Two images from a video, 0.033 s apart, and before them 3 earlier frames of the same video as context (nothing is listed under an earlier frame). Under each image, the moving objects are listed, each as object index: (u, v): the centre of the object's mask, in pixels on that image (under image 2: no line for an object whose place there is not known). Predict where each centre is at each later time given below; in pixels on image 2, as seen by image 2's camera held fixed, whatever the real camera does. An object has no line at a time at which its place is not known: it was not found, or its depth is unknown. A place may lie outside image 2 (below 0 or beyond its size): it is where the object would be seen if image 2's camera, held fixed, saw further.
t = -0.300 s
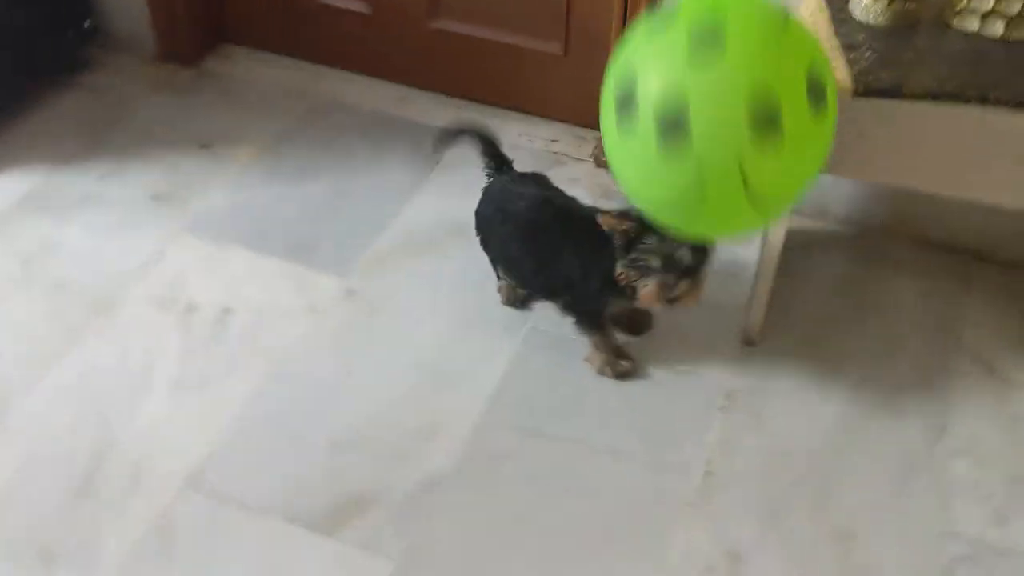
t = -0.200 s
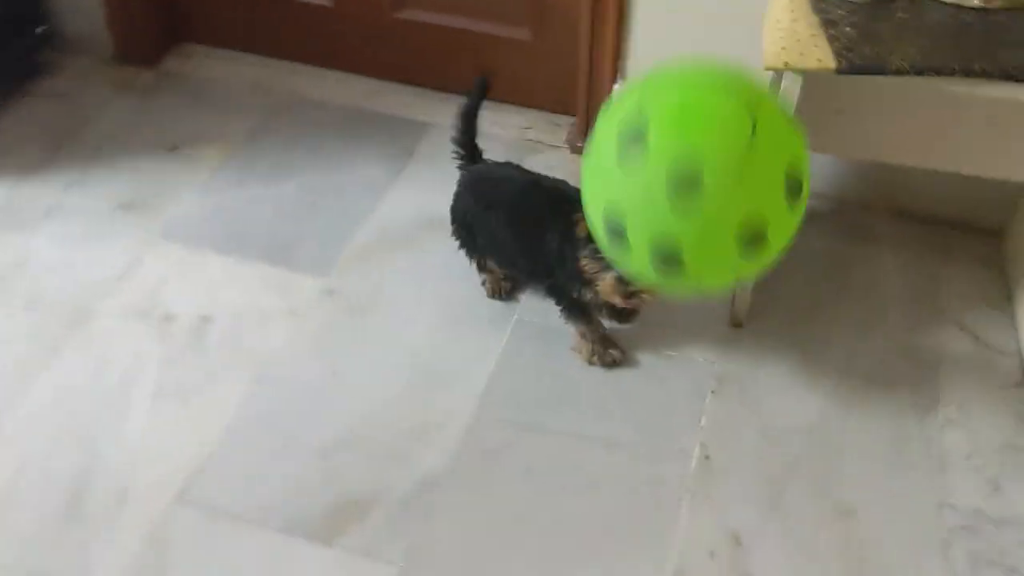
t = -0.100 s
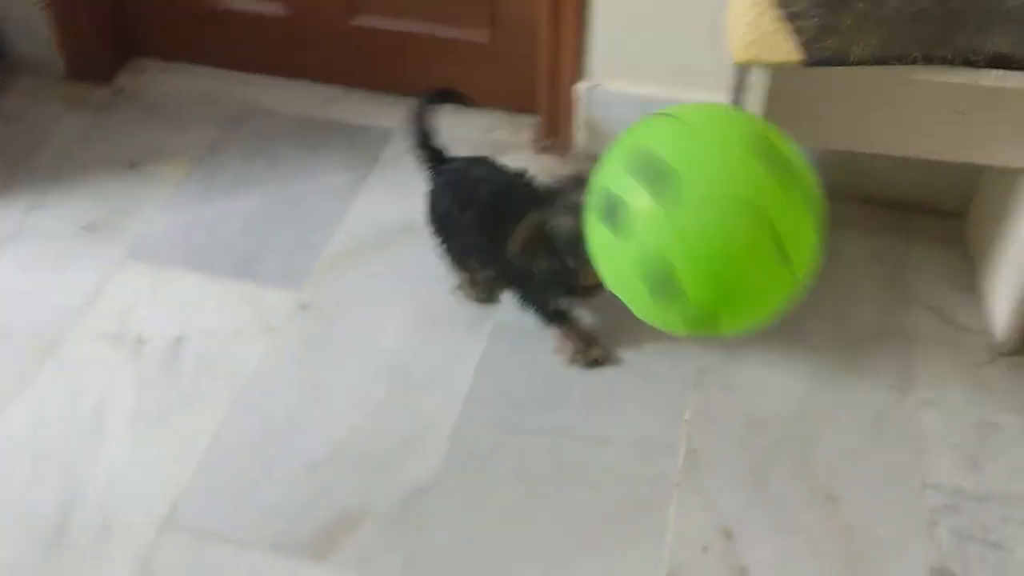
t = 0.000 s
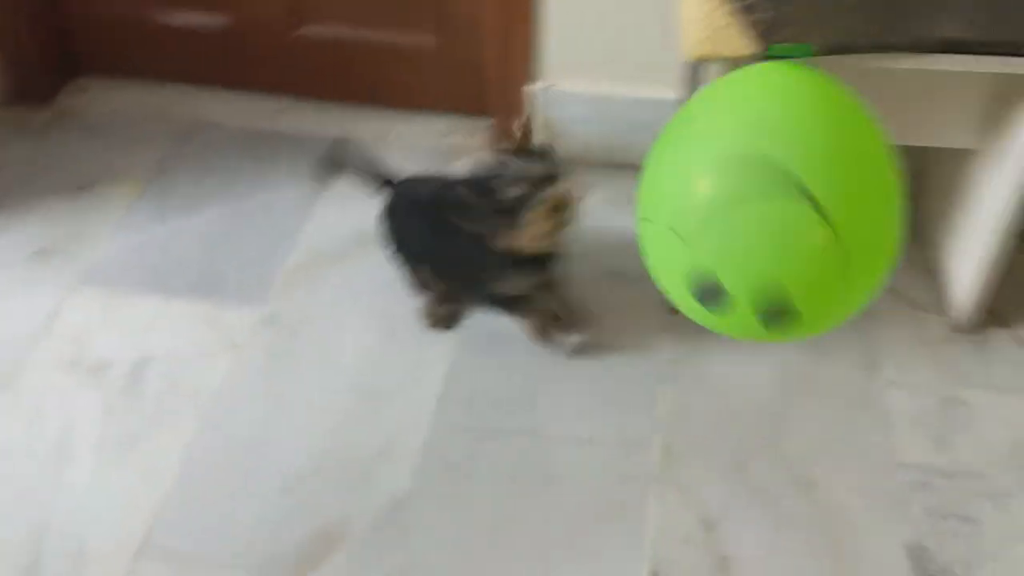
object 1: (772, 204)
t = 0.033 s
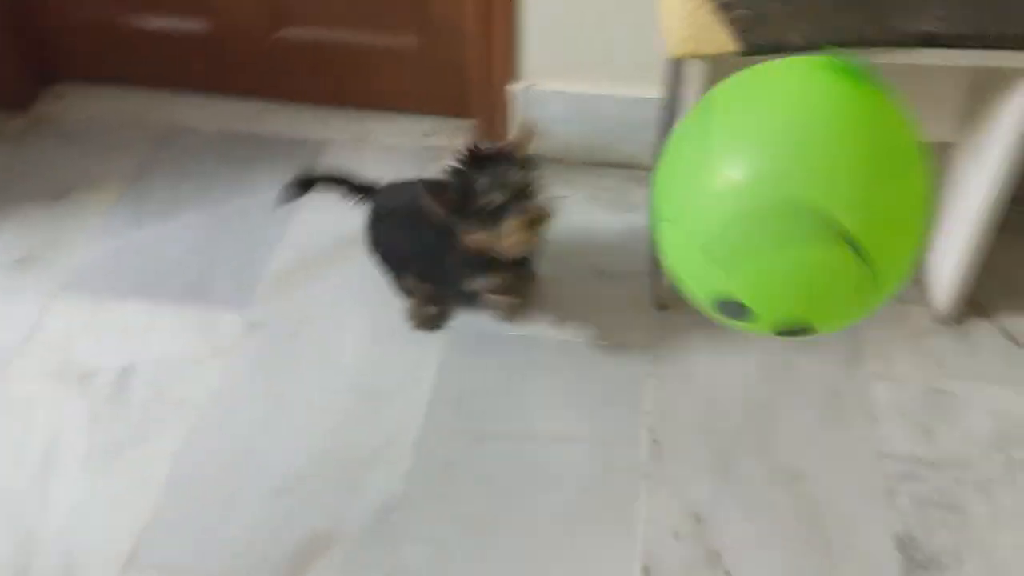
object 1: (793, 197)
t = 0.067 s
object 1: (832, 194)
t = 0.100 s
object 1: (879, 194)
